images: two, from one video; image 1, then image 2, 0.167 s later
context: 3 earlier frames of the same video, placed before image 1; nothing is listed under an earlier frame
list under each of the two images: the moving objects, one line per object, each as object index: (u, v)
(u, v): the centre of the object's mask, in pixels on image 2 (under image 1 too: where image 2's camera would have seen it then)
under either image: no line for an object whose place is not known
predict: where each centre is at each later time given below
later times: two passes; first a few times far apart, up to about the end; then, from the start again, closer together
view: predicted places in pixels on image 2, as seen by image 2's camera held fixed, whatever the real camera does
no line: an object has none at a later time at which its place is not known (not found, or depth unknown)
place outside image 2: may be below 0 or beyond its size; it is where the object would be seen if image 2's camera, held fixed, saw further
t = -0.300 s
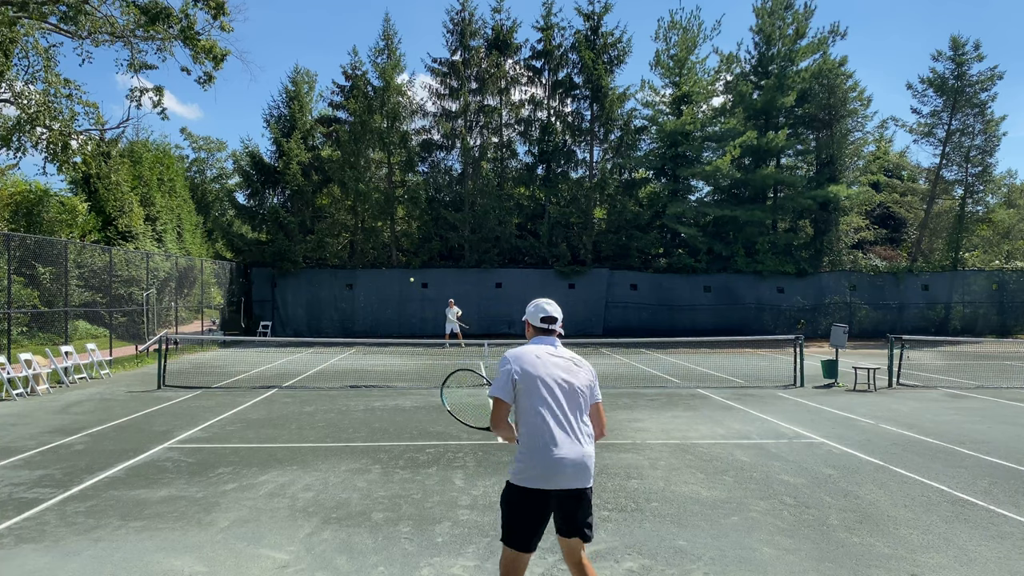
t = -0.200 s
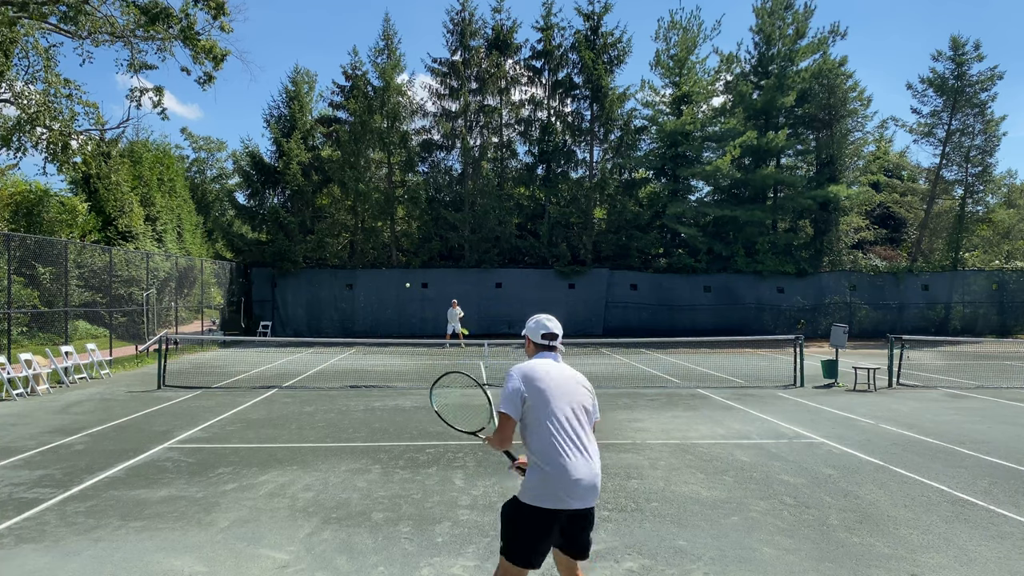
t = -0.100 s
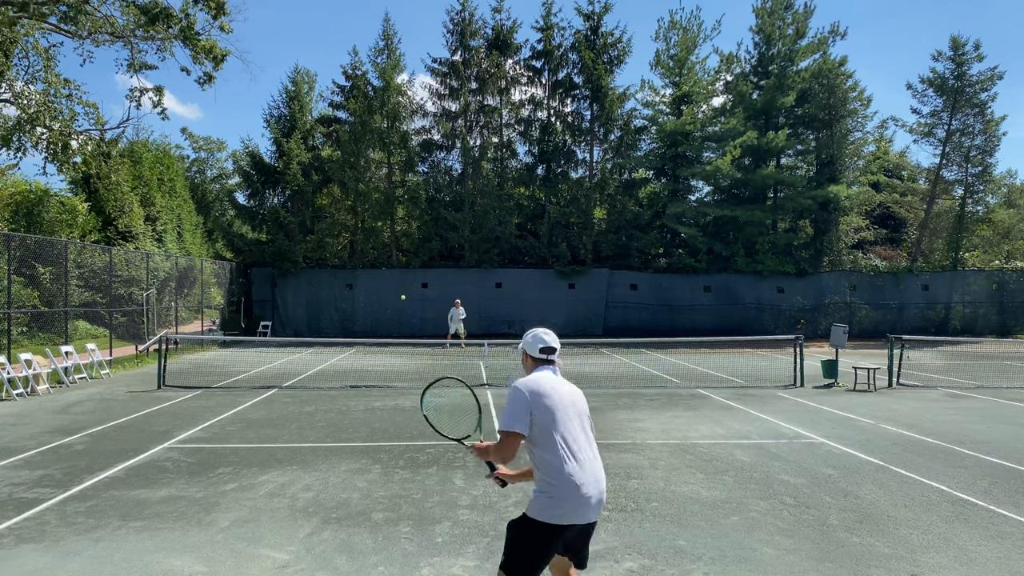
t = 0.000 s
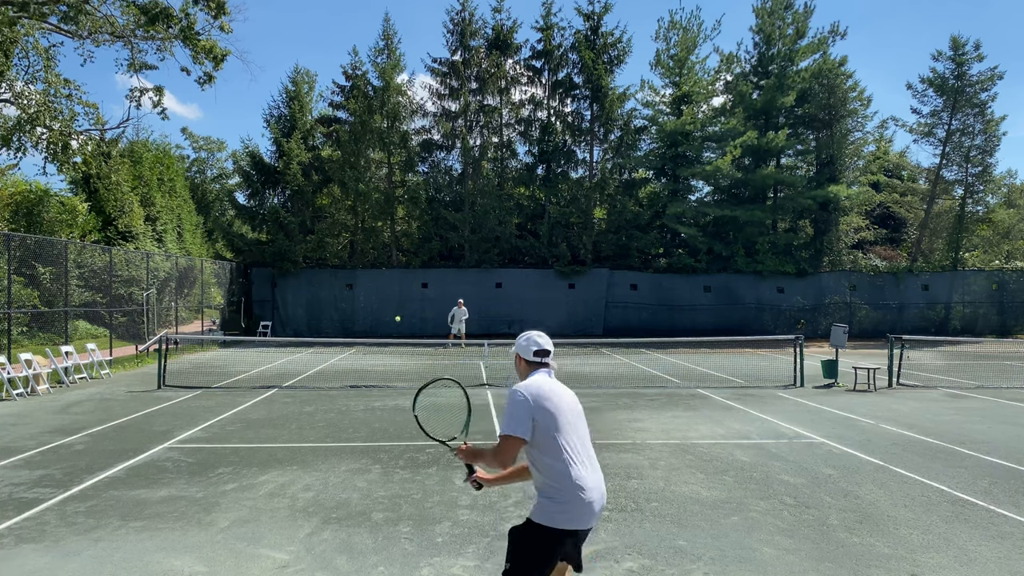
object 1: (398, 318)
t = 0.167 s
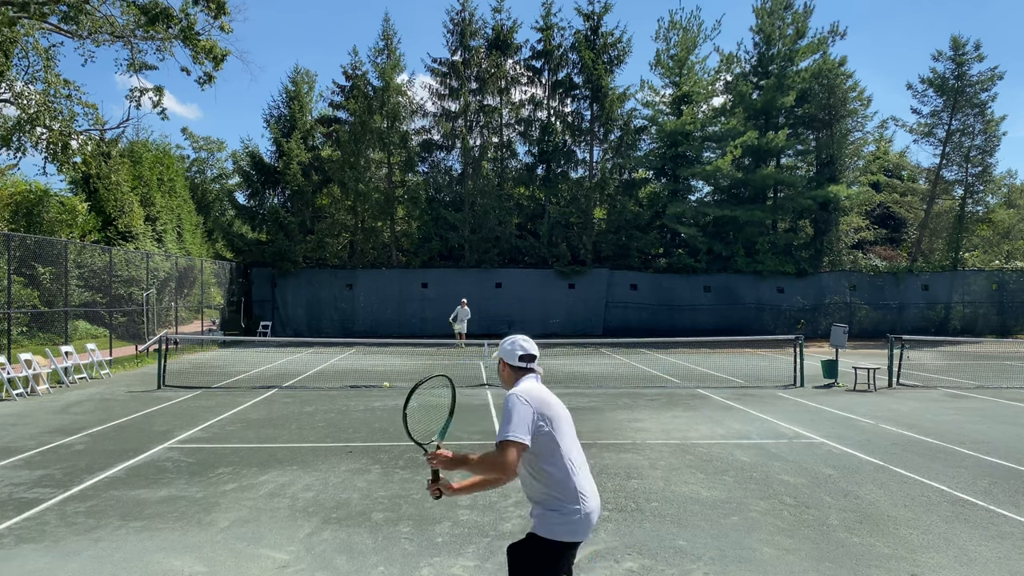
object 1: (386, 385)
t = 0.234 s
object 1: (380, 426)
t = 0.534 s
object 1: (356, 400)
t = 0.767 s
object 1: (330, 376)
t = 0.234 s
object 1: (380, 426)
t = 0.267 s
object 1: (376, 452)
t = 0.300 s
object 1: (372, 475)
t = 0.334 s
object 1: (370, 460)
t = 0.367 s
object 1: (368, 449)
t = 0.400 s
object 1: (366, 438)
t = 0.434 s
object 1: (364, 427)
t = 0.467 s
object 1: (361, 417)
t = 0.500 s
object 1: (359, 408)
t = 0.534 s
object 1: (356, 400)
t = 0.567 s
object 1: (353, 392)
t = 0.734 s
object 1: (335, 375)
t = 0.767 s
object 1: (330, 376)
